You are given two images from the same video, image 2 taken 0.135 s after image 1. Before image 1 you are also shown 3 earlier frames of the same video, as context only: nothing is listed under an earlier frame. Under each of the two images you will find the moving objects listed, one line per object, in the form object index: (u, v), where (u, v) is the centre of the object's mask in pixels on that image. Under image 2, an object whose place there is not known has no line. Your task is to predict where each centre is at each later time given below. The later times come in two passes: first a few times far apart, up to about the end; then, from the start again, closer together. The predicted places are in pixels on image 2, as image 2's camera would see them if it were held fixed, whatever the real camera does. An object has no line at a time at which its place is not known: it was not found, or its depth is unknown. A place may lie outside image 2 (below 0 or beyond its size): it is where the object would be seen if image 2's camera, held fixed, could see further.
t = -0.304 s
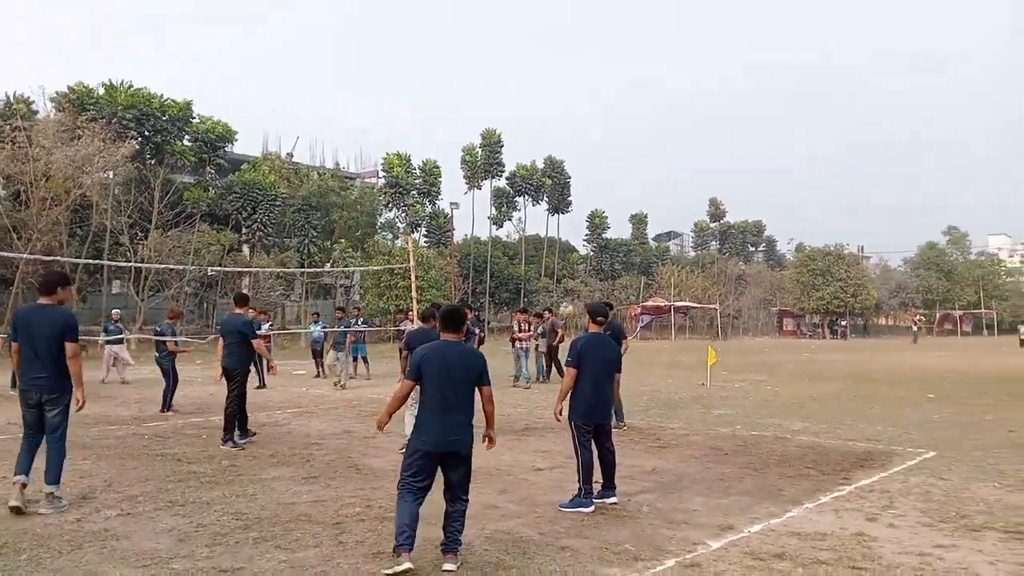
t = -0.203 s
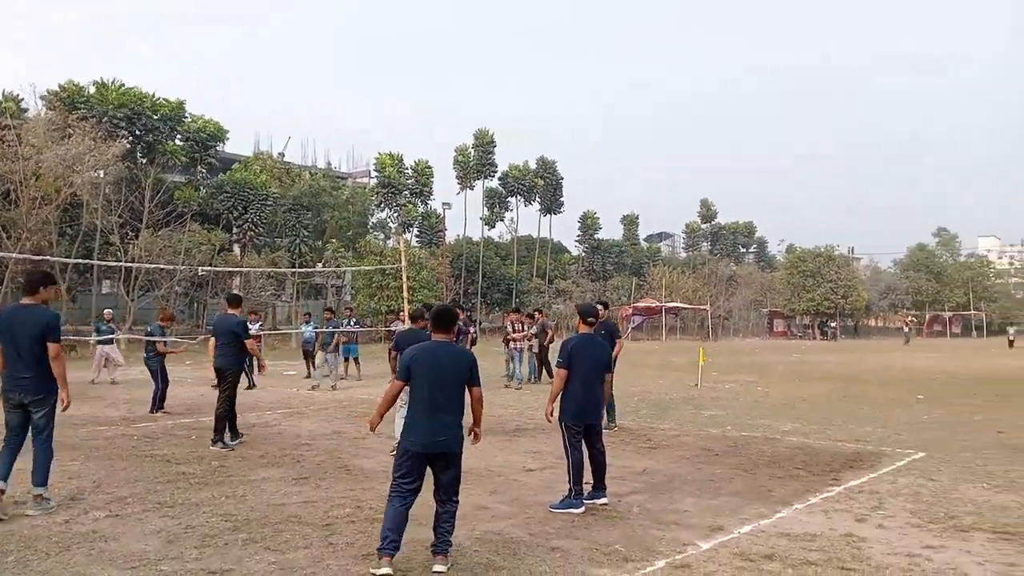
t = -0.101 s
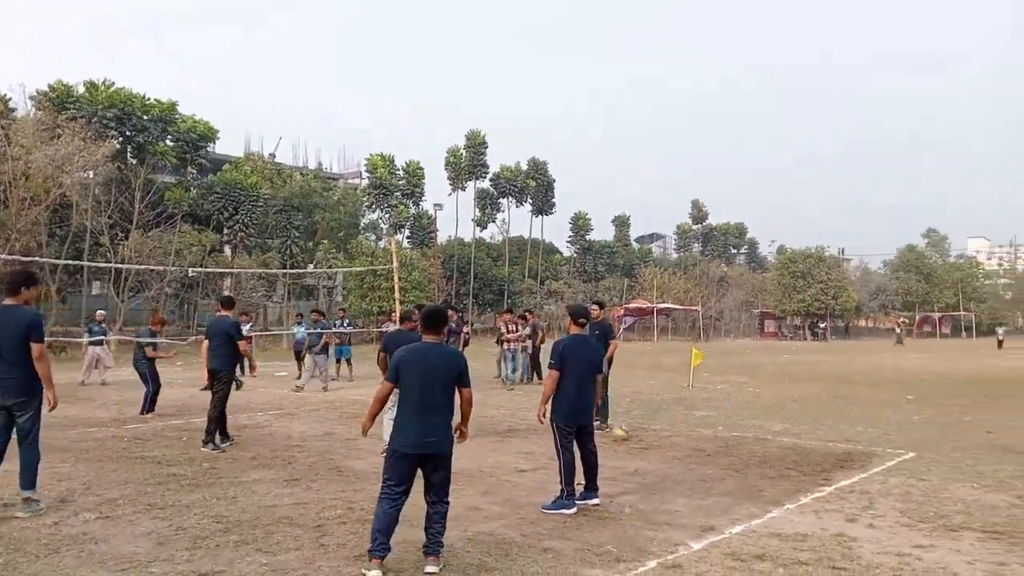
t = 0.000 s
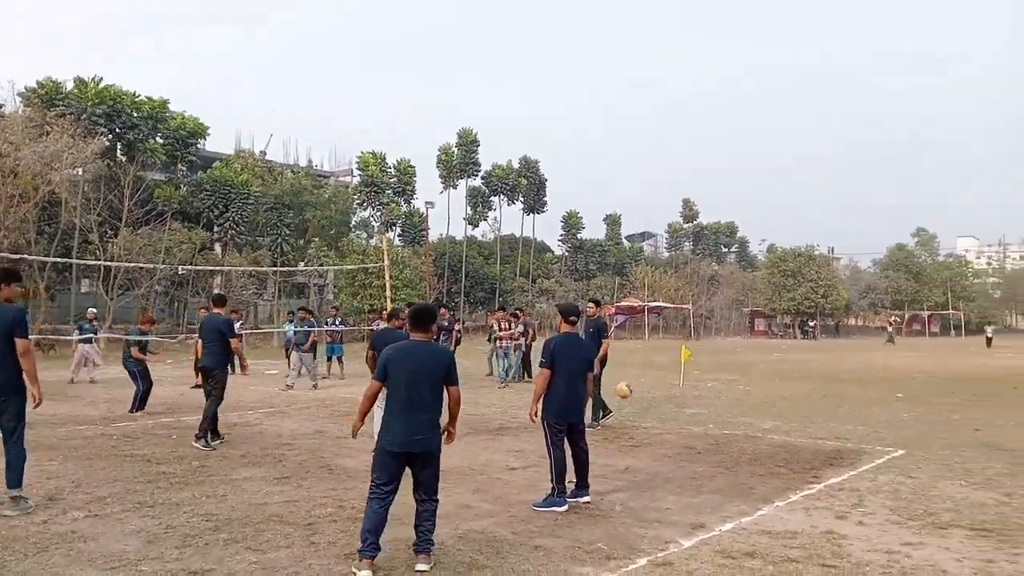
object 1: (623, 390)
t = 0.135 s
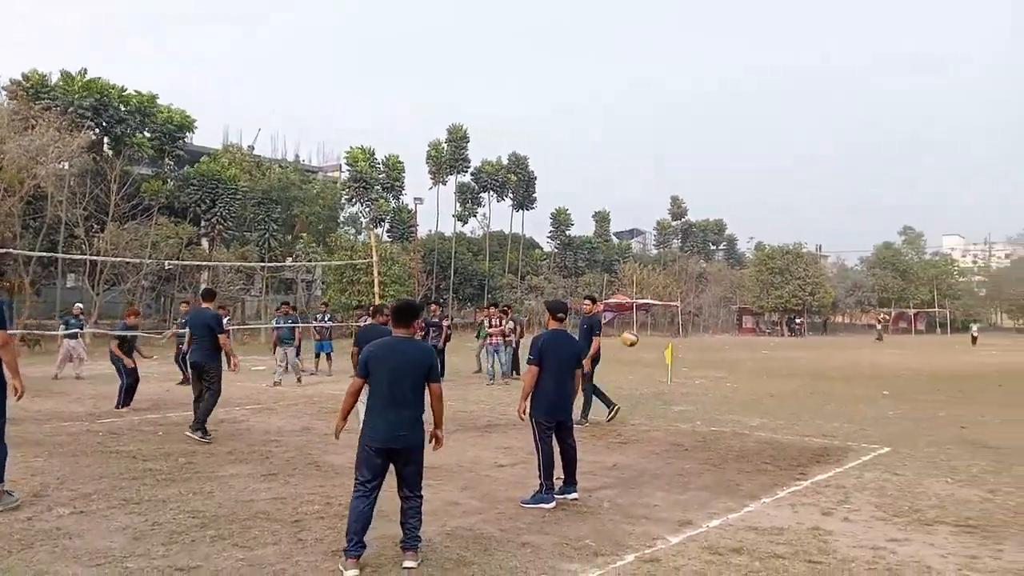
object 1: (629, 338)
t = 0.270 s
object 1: (648, 303)
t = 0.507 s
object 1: (682, 274)
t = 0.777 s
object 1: (723, 298)
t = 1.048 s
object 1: (767, 386)
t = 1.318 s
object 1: (819, 404)
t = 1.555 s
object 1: (871, 371)
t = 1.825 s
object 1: (937, 399)
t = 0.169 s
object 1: (633, 328)
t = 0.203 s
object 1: (638, 318)
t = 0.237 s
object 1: (641, 310)
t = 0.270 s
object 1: (648, 303)
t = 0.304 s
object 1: (652, 296)
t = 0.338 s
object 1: (657, 291)
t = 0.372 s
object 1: (661, 287)
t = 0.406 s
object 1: (666, 282)
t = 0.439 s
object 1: (671, 278)
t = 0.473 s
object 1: (677, 276)
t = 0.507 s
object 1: (682, 274)
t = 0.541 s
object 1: (686, 274)
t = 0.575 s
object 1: (692, 275)
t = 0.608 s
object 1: (697, 276)
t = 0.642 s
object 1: (702, 279)
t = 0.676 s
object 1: (707, 282)
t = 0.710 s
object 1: (712, 286)
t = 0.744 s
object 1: (717, 292)
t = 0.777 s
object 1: (723, 298)
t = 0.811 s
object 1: (728, 305)
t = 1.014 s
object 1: (761, 371)
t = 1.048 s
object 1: (767, 386)
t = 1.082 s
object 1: (772, 402)
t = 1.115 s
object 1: (778, 419)
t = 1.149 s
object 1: (784, 437)
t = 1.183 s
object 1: (790, 443)
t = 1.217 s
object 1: (798, 432)
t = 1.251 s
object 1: (804, 422)
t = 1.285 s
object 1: (811, 412)
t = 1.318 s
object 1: (819, 404)
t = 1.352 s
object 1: (825, 396)
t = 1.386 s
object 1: (833, 390)
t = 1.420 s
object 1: (840, 384)
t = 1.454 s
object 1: (847, 379)
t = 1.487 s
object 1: (855, 376)
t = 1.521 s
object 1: (863, 373)
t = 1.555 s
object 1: (871, 371)
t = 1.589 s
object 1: (879, 371)
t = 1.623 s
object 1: (887, 372)
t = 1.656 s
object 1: (894, 373)
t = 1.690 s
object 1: (904, 377)
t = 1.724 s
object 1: (911, 380)
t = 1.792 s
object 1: (928, 392)
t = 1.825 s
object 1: (937, 399)
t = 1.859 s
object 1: (945, 408)
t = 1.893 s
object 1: (955, 419)
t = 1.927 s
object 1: (963, 429)
